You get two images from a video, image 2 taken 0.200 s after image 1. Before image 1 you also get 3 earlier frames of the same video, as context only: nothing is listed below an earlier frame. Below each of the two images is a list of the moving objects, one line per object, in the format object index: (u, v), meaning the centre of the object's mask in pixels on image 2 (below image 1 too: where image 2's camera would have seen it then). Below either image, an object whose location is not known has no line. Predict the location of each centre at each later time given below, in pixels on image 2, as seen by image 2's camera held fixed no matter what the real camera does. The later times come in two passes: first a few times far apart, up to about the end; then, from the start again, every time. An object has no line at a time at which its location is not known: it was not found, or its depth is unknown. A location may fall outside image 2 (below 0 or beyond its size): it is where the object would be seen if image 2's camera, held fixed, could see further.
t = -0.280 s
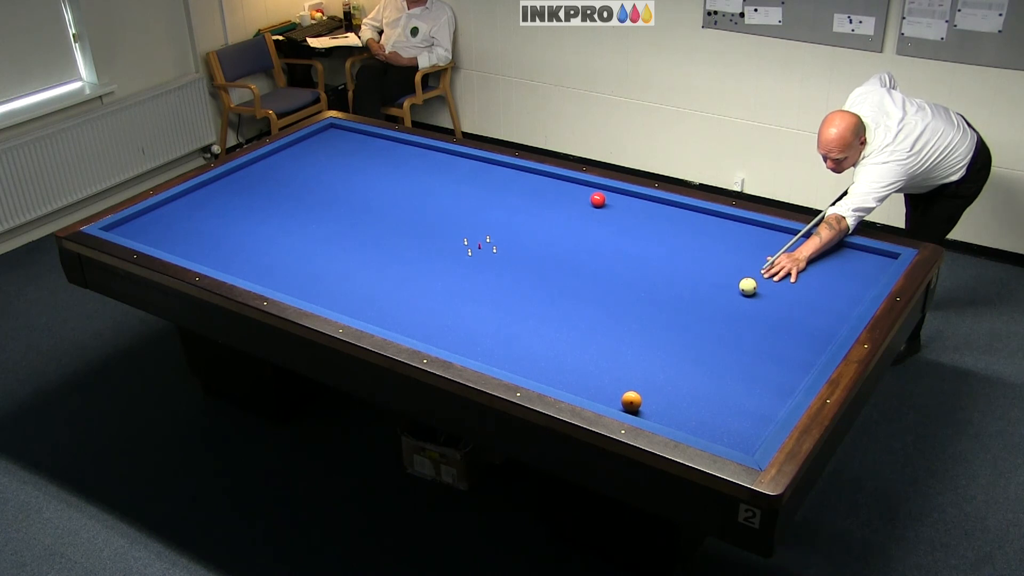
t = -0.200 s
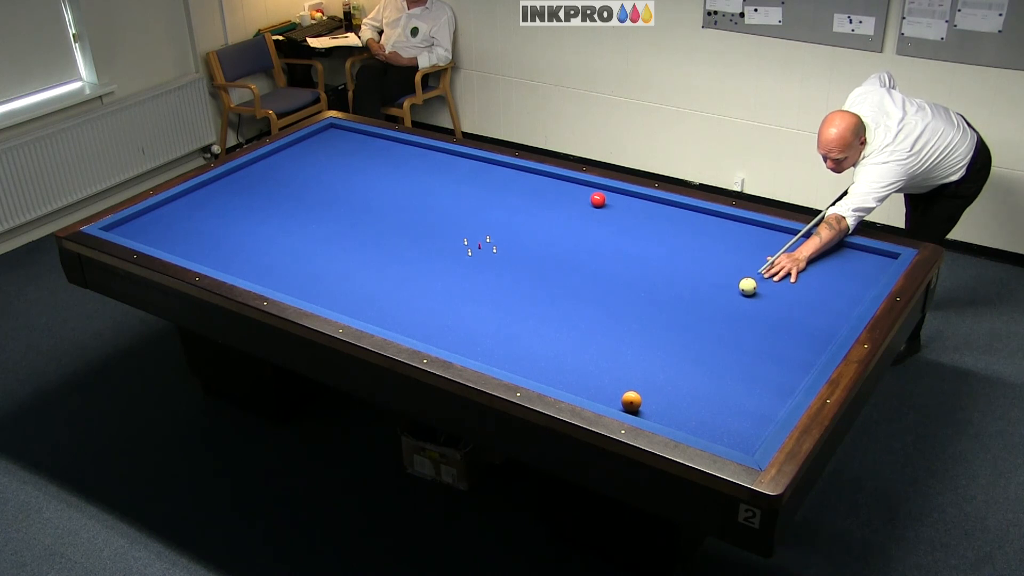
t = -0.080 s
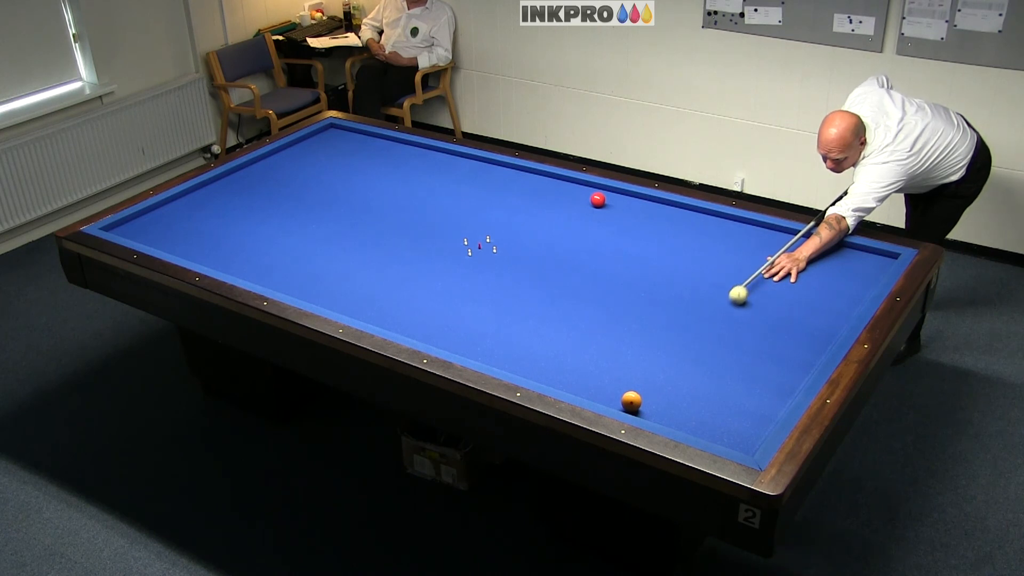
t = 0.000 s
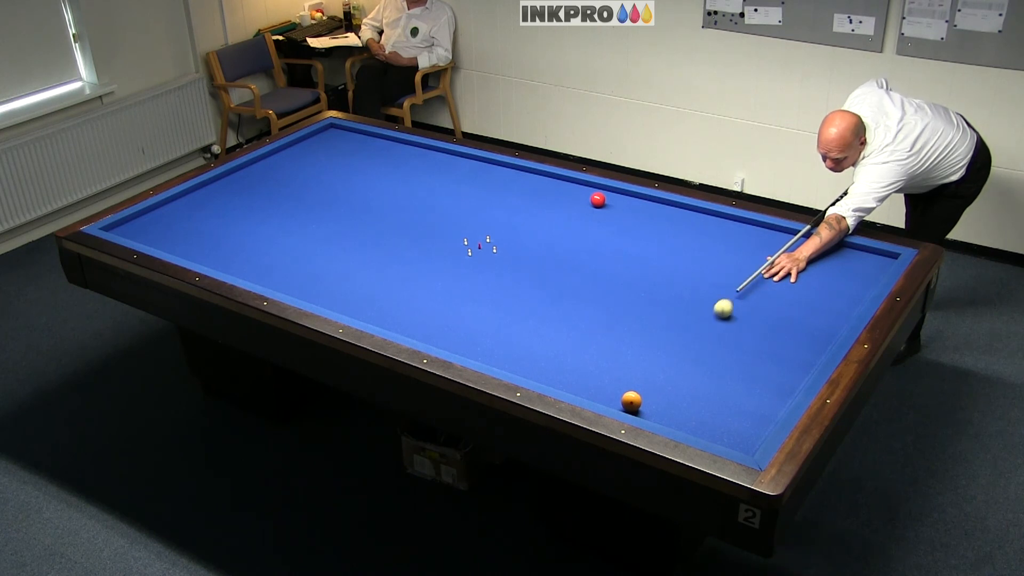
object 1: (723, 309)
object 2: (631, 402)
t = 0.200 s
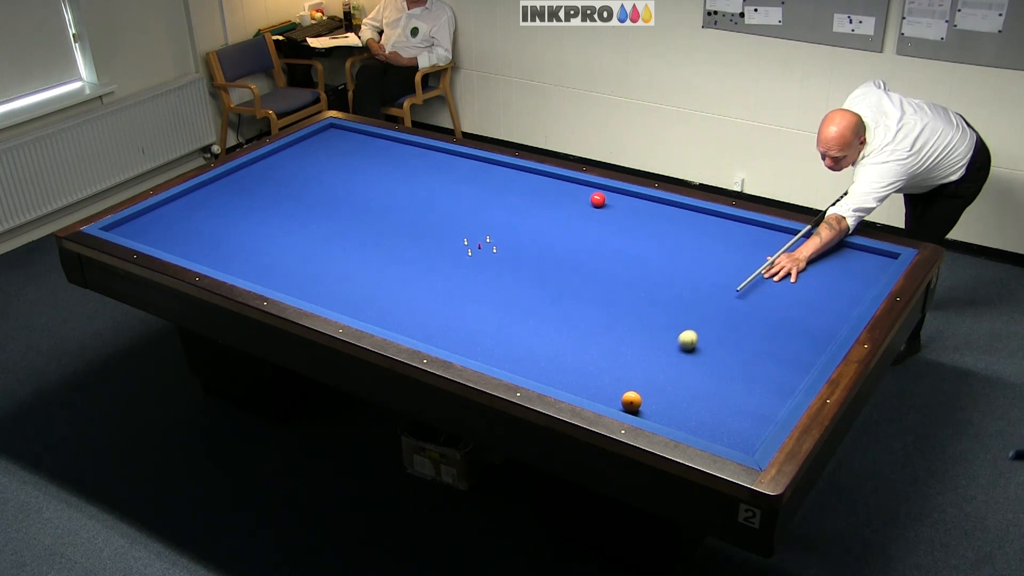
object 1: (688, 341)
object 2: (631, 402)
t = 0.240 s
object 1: (680, 347)
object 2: (631, 402)
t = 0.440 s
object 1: (641, 381)
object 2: (631, 401)
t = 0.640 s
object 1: (598, 393)
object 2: (646, 406)
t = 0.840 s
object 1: (571, 381)
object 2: (671, 398)
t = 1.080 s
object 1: (549, 360)
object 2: (699, 387)
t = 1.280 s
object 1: (532, 344)
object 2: (721, 380)
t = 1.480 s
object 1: (516, 329)
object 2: (742, 372)
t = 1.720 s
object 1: (498, 312)
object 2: (766, 363)
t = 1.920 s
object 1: (484, 298)
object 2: (785, 356)
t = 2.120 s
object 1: (472, 286)
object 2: (803, 350)
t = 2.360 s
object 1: (457, 272)
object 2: (824, 342)
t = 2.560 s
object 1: (446, 261)
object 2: (829, 335)
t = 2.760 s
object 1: (436, 251)
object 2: (828, 327)
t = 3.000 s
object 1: (424, 240)
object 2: (828, 318)
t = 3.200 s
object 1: (415, 231)
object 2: (828, 311)
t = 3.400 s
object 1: (406, 222)
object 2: (827, 304)
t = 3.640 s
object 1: (396, 213)
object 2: (827, 297)
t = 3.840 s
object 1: (389, 206)
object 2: (826, 291)
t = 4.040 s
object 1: (382, 199)
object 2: (826, 286)
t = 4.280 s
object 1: (374, 191)
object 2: (825, 280)
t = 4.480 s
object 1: (367, 184)
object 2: (825, 276)
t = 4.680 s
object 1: (362, 179)
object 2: (824, 271)
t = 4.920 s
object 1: (355, 172)
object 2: (823, 266)
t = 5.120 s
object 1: (349, 167)
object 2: (823, 263)
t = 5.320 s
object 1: (344, 162)
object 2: (822, 259)
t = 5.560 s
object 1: (339, 156)
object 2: (821, 256)
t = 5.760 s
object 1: (335, 152)
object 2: (821, 253)
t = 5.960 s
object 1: (330, 148)
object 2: (820, 250)
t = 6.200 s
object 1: (326, 143)
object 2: (819, 247)
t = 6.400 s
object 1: (322, 139)
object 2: (819, 245)
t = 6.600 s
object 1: (318, 136)
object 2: (819, 243)
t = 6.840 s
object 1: (318, 133)
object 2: (818, 241)
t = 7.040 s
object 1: (324, 133)
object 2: (817, 239)
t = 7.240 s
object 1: (329, 132)
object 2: (816, 239)
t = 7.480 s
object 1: (335, 132)
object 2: (815, 239)
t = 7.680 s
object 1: (339, 132)
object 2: (815, 240)
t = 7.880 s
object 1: (343, 132)
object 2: (814, 240)
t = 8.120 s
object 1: (347, 132)
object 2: (814, 240)
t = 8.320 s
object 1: (351, 131)
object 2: (814, 240)
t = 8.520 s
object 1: (353, 131)
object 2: (814, 240)
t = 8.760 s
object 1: (355, 132)
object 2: (814, 240)
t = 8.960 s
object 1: (356, 132)
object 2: (814, 240)
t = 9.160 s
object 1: (356, 132)
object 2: (814, 240)
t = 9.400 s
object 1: (356, 133)
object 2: (814, 240)
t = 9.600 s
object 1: (356, 133)
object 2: (814, 240)
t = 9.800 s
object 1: (356, 133)
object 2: (814, 240)
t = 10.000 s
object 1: (356, 133)
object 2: (814, 240)
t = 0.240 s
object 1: (680, 347)
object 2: (631, 402)
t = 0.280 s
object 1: (673, 354)
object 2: (631, 402)
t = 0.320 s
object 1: (665, 360)
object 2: (631, 402)
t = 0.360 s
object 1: (657, 368)
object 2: (631, 401)
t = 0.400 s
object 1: (649, 375)
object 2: (631, 401)
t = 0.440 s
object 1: (641, 381)
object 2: (631, 401)
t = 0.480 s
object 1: (633, 385)
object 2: (631, 401)
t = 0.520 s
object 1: (624, 389)
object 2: (632, 405)
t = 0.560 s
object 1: (615, 391)
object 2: (635, 408)
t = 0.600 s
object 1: (606, 392)
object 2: (641, 407)
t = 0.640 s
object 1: (598, 393)
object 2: (646, 406)
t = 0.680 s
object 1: (589, 392)
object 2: (651, 404)
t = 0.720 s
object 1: (583, 390)
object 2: (656, 403)
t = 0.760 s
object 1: (579, 387)
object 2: (661, 401)
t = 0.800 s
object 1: (575, 384)
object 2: (666, 399)
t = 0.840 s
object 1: (571, 381)
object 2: (671, 398)
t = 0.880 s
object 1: (567, 377)
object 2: (676, 396)
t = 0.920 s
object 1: (564, 374)
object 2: (680, 394)
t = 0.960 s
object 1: (560, 370)
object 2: (685, 392)
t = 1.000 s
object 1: (556, 367)
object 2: (690, 391)
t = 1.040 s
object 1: (553, 363)
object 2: (695, 389)
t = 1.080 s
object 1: (549, 360)
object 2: (699, 387)
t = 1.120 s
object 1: (545, 357)
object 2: (704, 386)
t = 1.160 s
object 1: (542, 353)
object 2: (708, 384)
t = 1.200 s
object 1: (539, 350)
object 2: (713, 383)
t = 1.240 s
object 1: (535, 347)
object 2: (717, 381)
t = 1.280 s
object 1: (532, 344)
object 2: (721, 380)
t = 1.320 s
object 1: (529, 341)
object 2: (726, 378)
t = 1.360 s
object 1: (525, 338)
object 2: (730, 376)
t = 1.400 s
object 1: (522, 334)
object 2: (734, 375)
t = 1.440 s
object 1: (519, 332)
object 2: (738, 373)
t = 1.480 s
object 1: (516, 329)
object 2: (742, 372)
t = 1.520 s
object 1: (513, 326)
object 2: (746, 370)
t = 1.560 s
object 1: (510, 323)
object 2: (750, 369)
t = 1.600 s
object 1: (507, 320)
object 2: (754, 368)
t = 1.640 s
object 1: (504, 317)
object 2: (758, 366)
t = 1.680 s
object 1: (501, 314)
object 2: (762, 365)
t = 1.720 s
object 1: (498, 312)
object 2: (766, 363)
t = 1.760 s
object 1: (495, 309)
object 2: (770, 362)
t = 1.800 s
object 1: (493, 306)
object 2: (774, 360)
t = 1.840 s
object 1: (490, 303)
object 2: (778, 359)
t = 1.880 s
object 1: (487, 301)
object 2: (782, 358)
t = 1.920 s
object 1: (484, 298)
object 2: (785, 356)
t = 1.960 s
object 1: (482, 296)
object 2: (789, 355)
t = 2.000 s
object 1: (479, 293)
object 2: (792, 354)
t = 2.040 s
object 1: (477, 291)
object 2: (796, 353)
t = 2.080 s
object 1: (474, 288)
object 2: (800, 351)
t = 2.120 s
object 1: (472, 286)
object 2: (803, 350)
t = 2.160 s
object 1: (469, 284)
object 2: (807, 349)
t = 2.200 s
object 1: (467, 281)
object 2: (810, 347)
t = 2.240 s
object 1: (464, 279)
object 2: (814, 346)
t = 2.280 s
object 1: (462, 277)
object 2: (817, 345)
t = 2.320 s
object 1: (460, 274)
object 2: (820, 343)
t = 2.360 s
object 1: (457, 272)
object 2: (824, 342)
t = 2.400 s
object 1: (455, 270)
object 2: (826, 341)
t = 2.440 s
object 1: (453, 268)
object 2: (828, 339)
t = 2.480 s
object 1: (451, 265)
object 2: (828, 337)
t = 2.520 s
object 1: (448, 263)
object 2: (829, 336)
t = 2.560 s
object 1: (446, 261)
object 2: (829, 335)
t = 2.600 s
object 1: (444, 259)
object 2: (829, 333)
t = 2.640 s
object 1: (442, 257)
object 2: (829, 331)
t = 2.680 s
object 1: (440, 255)
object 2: (828, 330)
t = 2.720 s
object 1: (438, 253)
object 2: (828, 328)
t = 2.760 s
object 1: (436, 251)
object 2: (828, 327)
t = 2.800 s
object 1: (433, 249)
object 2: (828, 325)
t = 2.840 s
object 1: (432, 247)
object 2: (828, 324)
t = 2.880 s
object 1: (430, 245)
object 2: (828, 322)
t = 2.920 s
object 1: (428, 243)
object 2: (828, 321)
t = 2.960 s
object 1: (426, 242)
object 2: (828, 319)
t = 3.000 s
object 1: (424, 240)
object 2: (828, 318)
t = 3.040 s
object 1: (422, 238)
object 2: (828, 316)
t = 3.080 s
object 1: (420, 236)
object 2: (828, 315)
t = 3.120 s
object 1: (419, 234)
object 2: (828, 314)
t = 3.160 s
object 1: (417, 232)
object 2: (828, 312)
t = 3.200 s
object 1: (415, 231)
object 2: (828, 311)
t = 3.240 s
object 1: (413, 229)
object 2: (828, 310)
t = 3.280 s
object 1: (411, 227)
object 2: (827, 308)
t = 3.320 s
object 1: (410, 226)
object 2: (827, 307)
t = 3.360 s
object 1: (408, 224)
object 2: (827, 306)
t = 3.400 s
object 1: (406, 222)
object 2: (827, 304)
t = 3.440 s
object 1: (405, 221)
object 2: (827, 303)
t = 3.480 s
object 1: (403, 219)
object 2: (827, 302)
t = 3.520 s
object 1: (401, 217)
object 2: (827, 301)
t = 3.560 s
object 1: (400, 216)
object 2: (827, 299)
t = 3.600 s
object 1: (398, 215)
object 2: (827, 298)
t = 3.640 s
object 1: (396, 213)
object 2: (827, 297)
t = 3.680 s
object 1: (395, 211)
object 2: (827, 296)
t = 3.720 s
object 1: (394, 210)
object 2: (827, 295)
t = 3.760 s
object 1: (392, 208)
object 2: (826, 293)
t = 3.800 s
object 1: (391, 207)
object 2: (826, 292)
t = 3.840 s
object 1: (389, 206)
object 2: (826, 291)
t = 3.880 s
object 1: (388, 204)
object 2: (826, 290)
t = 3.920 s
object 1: (386, 203)
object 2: (826, 289)
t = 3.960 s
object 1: (385, 201)
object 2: (826, 288)
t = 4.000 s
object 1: (383, 200)
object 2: (826, 287)
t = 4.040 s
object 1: (382, 199)
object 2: (826, 286)
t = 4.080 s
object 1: (381, 197)
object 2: (826, 285)
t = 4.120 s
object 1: (379, 196)
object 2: (826, 284)
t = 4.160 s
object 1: (378, 195)
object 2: (826, 283)
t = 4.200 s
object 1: (376, 193)
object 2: (826, 282)
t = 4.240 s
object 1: (375, 192)
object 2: (825, 281)
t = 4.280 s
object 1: (374, 191)
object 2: (825, 280)
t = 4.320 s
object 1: (373, 189)
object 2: (825, 279)
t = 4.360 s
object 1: (371, 188)
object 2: (825, 278)
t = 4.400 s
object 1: (370, 187)
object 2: (825, 277)
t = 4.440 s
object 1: (369, 186)
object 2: (825, 276)
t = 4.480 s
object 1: (367, 184)
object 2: (825, 276)
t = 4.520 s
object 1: (366, 183)
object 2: (825, 275)
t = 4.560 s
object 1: (365, 182)
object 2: (824, 274)
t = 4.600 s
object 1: (364, 181)
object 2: (824, 273)
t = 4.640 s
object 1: (363, 180)
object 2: (824, 272)
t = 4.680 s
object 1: (362, 179)
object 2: (824, 271)
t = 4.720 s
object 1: (360, 177)
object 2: (824, 270)
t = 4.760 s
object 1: (359, 176)
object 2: (824, 269)
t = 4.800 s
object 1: (358, 175)
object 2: (824, 269)
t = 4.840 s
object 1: (357, 174)
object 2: (824, 268)
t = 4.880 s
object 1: (356, 173)
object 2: (824, 267)
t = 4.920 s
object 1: (355, 172)
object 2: (823, 266)
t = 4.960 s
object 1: (354, 171)
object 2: (823, 266)
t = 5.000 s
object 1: (352, 170)
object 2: (823, 265)
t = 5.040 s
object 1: (351, 169)
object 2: (823, 264)
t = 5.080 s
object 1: (350, 168)
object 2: (823, 264)
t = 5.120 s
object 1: (349, 167)
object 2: (823, 263)
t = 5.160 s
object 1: (348, 166)
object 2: (823, 262)
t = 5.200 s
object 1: (347, 165)
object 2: (823, 261)
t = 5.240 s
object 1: (346, 164)
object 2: (823, 261)
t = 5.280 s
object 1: (345, 163)
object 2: (822, 260)
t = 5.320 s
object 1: (344, 162)
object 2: (822, 259)
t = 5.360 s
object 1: (343, 161)
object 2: (822, 259)
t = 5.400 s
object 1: (343, 160)
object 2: (822, 258)
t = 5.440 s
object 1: (342, 159)
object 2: (822, 257)
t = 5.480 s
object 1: (341, 158)
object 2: (822, 257)
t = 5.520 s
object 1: (340, 157)
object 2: (822, 256)
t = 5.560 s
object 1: (339, 156)
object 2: (821, 256)
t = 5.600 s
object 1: (338, 155)
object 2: (821, 255)
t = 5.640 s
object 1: (337, 154)
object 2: (821, 254)
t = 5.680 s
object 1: (336, 153)
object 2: (821, 254)
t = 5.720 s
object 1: (335, 153)
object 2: (821, 253)
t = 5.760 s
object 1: (335, 152)
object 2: (821, 253)
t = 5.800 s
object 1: (334, 151)
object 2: (821, 252)
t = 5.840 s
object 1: (333, 150)
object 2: (820, 252)
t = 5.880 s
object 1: (332, 149)
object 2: (820, 251)
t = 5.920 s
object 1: (331, 148)
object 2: (820, 250)
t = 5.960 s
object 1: (330, 148)
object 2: (820, 250)
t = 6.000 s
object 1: (330, 147)
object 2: (820, 250)
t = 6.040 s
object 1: (329, 146)
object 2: (820, 249)
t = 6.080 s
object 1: (328, 145)
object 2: (820, 249)
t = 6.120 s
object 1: (327, 144)
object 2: (820, 248)
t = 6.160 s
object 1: (326, 144)
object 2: (820, 248)
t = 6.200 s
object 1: (326, 143)
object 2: (819, 247)
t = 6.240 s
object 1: (325, 142)
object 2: (819, 247)
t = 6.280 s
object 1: (324, 141)
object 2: (819, 246)
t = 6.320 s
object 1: (323, 141)
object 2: (819, 246)
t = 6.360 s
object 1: (323, 140)
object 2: (819, 245)
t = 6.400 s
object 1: (322, 139)
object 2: (819, 245)
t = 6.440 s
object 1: (321, 139)
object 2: (819, 245)
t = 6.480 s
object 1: (321, 138)
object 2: (819, 244)
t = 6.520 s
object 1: (320, 137)
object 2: (819, 244)
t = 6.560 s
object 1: (319, 136)
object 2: (819, 244)
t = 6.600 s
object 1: (318, 136)
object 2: (819, 243)
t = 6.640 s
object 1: (318, 135)
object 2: (818, 243)
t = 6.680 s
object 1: (317, 134)
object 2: (818, 242)
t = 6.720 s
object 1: (317, 134)
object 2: (818, 242)
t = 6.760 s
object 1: (316, 133)
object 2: (818, 242)
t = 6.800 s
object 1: (317, 133)
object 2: (818, 241)
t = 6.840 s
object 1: (318, 133)
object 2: (818, 241)
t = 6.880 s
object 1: (319, 133)
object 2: (818, 241)
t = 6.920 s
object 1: (320, 133)
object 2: (818, 240)
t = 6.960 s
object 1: (321, 133)
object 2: (818, 240)
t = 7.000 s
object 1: (322, 133)
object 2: (817, 240)
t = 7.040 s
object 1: (324, 133)
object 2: (817, 239)
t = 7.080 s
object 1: (325, 133)
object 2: (817, 239)
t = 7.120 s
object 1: (326, 133)
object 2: (817, 239)
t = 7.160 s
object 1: (327, 132)
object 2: (817, 239)
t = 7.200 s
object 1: (328, 132)
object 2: (817, 239)
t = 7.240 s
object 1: (329, 132)
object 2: (816, 239)
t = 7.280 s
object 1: (330, 132)
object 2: (816, 239)
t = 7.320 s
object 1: (331, 132)
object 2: (816, 239)
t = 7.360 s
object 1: (332, 132)
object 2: (816, 239)
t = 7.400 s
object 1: (333, 132)
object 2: (816, 239)
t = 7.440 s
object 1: (334, 132)
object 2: (815, 239)
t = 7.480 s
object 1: (335, 132)
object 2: (815, 239)
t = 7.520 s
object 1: (335, 132)
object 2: (815, 240)
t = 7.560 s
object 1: (336, 132)
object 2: (815, 240)
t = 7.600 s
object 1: (337, 132)
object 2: (815, 240)
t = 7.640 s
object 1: (338, 132)
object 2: (815, 240)
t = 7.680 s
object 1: (339, 132)
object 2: (815, 240)
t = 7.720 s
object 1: (340, 132)
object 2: (815, 240)
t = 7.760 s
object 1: (341, 132)
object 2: (815, 240)
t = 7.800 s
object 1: (342, 132)
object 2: (814, 240)
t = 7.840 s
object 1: (342, 132)
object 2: (814, 240)
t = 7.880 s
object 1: (343, 132)
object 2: (814, 240)
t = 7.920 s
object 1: (344, 132)
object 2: (814, 240)
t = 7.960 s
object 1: (345, 132)
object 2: (814, 240)
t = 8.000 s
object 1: (345, 132)
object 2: (814, 240)
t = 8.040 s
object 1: (346, 132)
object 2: (814, 240)
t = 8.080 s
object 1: (347, 132)
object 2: (814, 240)
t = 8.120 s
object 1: (347, 132)
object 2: (814, 240)
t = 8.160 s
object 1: (348, 132)
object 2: (814, 240)
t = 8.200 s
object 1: (349, 132)
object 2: (814, 240)
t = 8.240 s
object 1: (349, 132)
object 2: (814, 240)
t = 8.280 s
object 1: (350, 131)
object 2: (814, 240)
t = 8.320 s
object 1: (351, 131)
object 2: (814, 240)
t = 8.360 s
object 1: (351, 131)
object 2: (814, 240)
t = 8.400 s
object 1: (352, 131)
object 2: (814, 240)
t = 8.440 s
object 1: (352, 131)
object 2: (814, 240)
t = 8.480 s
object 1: (353, 131)
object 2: (814, 240)
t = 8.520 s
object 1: (353, 131)
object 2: (814, 240)
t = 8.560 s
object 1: (354, 131)
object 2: (814, 240)
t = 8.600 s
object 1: (354, 131)
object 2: (814, 240)
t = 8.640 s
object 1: (355, 131)
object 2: (814, 240)
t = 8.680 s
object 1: (355, 132)
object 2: (814, 240)
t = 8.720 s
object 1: (355, 132)
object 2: (814, 240)
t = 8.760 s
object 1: (355, 132)
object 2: (814, 240)
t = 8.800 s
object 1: (355, 132)
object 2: (814, 240)
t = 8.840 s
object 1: (355, 132)
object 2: (814, 240)
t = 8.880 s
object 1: (356, 132)
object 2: (814, 240)
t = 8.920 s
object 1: (356, 132)
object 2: (814, 240)
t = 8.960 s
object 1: (356, 132)
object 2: (814, 240)
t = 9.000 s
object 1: (356, 132)
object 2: (814, 240)
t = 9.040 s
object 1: (356, 132)
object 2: (814, 240)
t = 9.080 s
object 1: (356, 132)
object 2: (814, 240)
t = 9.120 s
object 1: (356, 132)
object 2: (814, 240)
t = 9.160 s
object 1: (356, 132)
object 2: (814, 240)
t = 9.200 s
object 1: (356, 132)
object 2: (814, 240)
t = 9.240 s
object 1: (356, 133)
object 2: (814, 240)
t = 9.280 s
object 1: (356, 133)
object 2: (814, 240)
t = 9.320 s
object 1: (356, 133)
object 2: (814, 240)
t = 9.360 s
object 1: (356, 133)
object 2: (814, 240)
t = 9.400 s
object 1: (356, 133)
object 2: (814, 240)
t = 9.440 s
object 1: (356, 133)
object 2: (814, 240)
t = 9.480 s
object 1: (356, 133)
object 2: (814, 240)
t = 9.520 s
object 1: (356, 133)
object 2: (814, 240)
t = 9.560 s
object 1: (356, 133)
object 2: (814, 240)
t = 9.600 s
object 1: (356, 133)
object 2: (814, 240)
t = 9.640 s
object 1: (356, 133)
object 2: (814, 240)
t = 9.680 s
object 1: (356, 133)
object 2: (814, 240)
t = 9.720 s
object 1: (356, 133)
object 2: (814, 240)
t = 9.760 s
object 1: (356, 133)
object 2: (814, 240)
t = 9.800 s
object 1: (356, 133)
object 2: (814, 240)
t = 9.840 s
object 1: (356, 133)
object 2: (814, 240)
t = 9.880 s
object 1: (356, 133)
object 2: (814, 240)
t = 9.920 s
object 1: (356, 133)
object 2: (814, 240)
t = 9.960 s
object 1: (356, 133)
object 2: (814, 240)
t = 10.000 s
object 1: (356, 133)
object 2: (814, 240)
